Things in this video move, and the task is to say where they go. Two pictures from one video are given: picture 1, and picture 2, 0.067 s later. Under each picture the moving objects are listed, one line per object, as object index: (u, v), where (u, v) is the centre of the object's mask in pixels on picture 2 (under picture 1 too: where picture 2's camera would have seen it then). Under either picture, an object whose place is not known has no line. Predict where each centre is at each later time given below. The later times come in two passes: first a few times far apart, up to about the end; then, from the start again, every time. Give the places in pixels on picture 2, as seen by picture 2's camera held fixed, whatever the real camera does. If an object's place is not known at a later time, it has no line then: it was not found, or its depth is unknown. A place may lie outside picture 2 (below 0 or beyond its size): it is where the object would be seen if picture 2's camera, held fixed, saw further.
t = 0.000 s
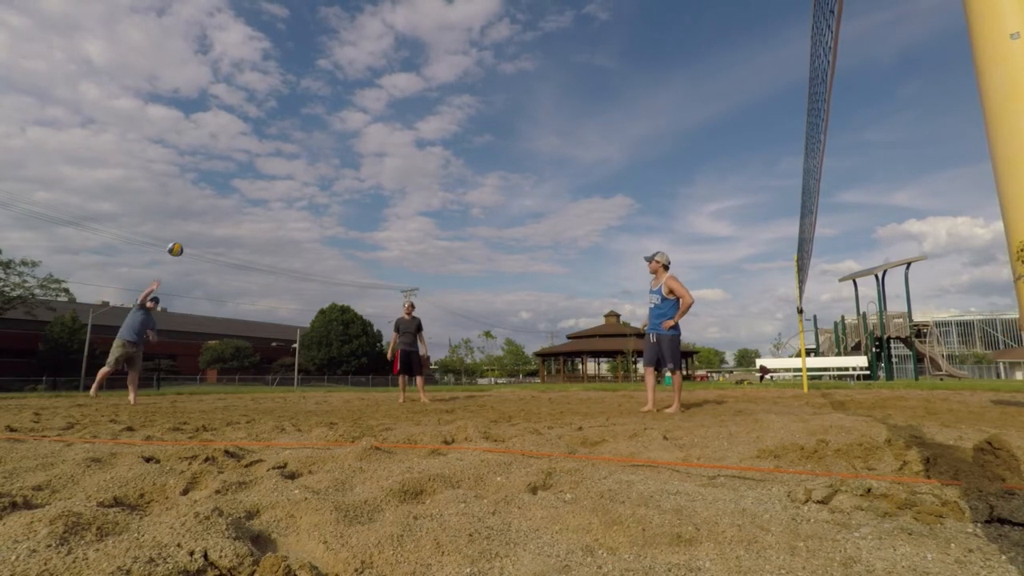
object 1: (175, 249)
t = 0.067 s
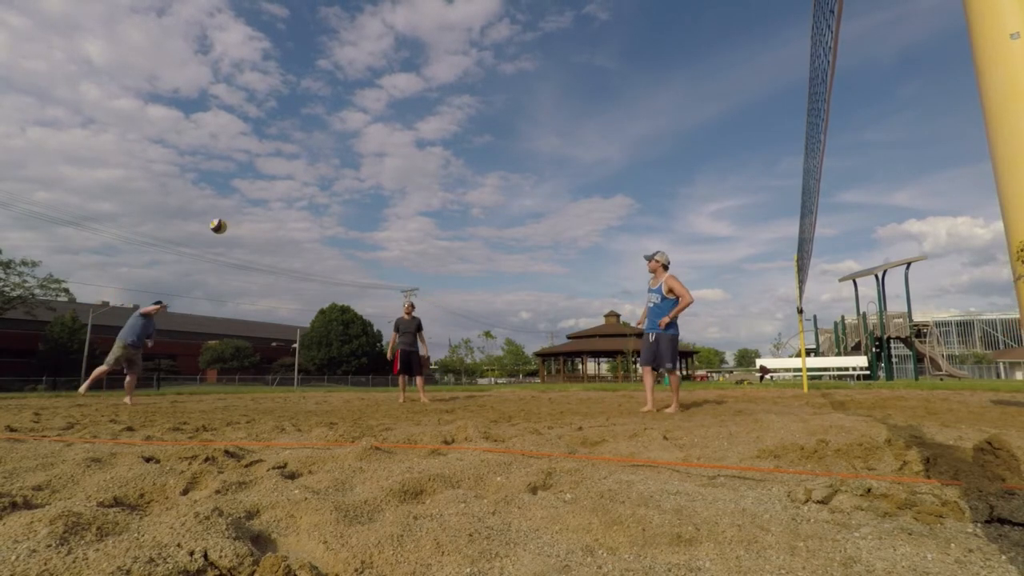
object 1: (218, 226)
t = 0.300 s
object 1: (412, 152)
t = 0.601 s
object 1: (823, 90)
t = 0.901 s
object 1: (807, 62)
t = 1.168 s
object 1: (939, 101)
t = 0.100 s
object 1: (241, 214)
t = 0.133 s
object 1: (265, 203)
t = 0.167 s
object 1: (290, 193)
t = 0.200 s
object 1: (317, 182)
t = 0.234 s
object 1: (346, 172)
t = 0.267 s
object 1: (378, 162)
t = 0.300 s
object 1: (412, 152)
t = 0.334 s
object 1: (449, 143)
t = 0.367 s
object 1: (490, 135)
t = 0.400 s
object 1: (534, 126)
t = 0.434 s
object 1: (581, 119)
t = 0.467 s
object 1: (633, 112)
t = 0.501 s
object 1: (690, 105)
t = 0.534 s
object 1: (751, 99)
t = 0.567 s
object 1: (810, 94)
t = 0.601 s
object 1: (823, 90)
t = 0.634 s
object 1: (822, 84)
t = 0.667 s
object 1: (821, 77)
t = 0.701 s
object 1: (820, 71)
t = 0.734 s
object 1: (814, 66)
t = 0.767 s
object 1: (815, 62)
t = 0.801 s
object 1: (813, 60)
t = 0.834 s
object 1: (810, 60)
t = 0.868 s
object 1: (809, 60)
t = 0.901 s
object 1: (807, 62)
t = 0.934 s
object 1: (810, 65)
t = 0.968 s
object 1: (828, 65)
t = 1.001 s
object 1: (846, 67)
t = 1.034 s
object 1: (863, 70)
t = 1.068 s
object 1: (881, 74)
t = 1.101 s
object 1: (900, 81)
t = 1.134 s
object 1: (919, 90)
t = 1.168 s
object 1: (939, 101)
